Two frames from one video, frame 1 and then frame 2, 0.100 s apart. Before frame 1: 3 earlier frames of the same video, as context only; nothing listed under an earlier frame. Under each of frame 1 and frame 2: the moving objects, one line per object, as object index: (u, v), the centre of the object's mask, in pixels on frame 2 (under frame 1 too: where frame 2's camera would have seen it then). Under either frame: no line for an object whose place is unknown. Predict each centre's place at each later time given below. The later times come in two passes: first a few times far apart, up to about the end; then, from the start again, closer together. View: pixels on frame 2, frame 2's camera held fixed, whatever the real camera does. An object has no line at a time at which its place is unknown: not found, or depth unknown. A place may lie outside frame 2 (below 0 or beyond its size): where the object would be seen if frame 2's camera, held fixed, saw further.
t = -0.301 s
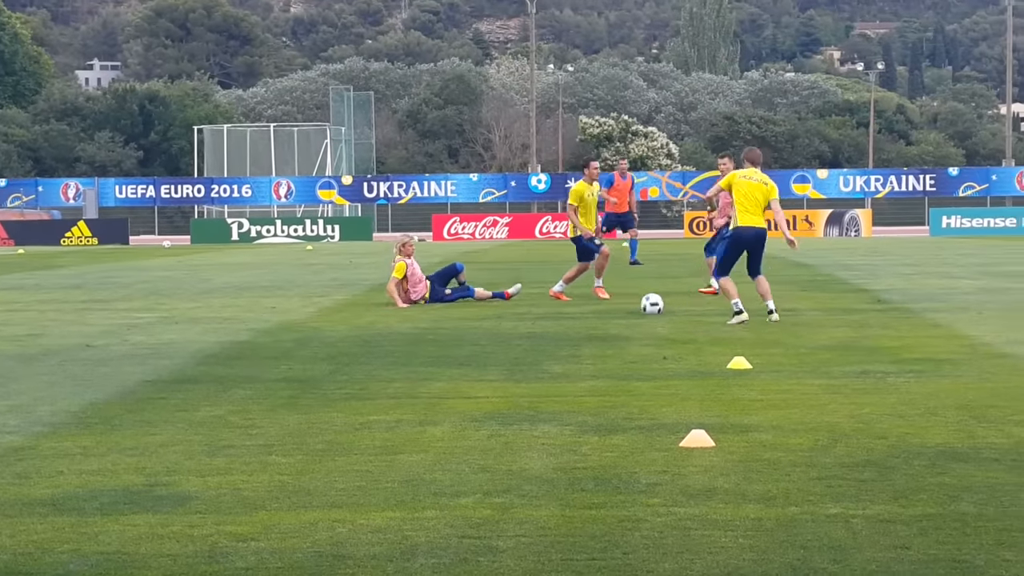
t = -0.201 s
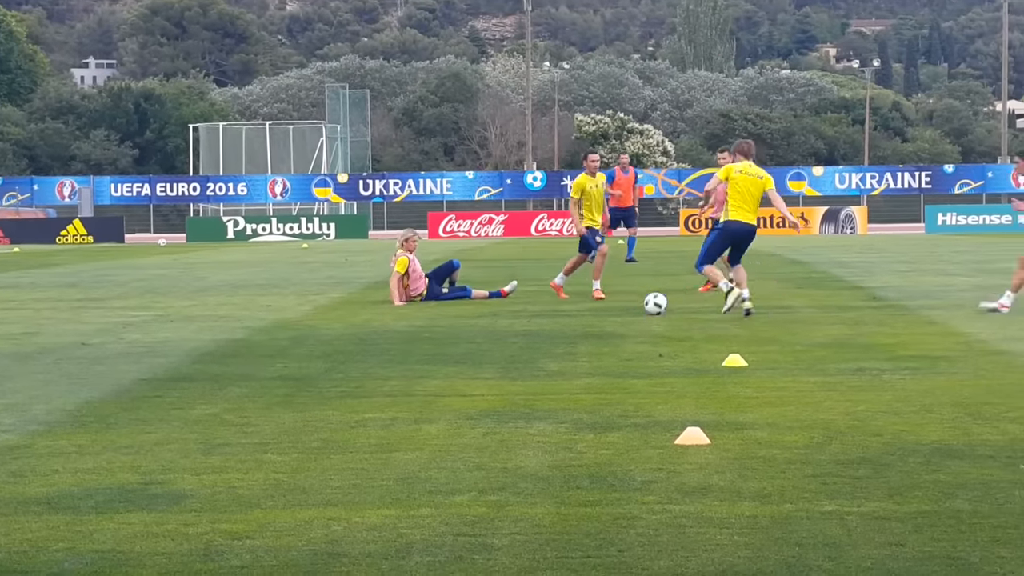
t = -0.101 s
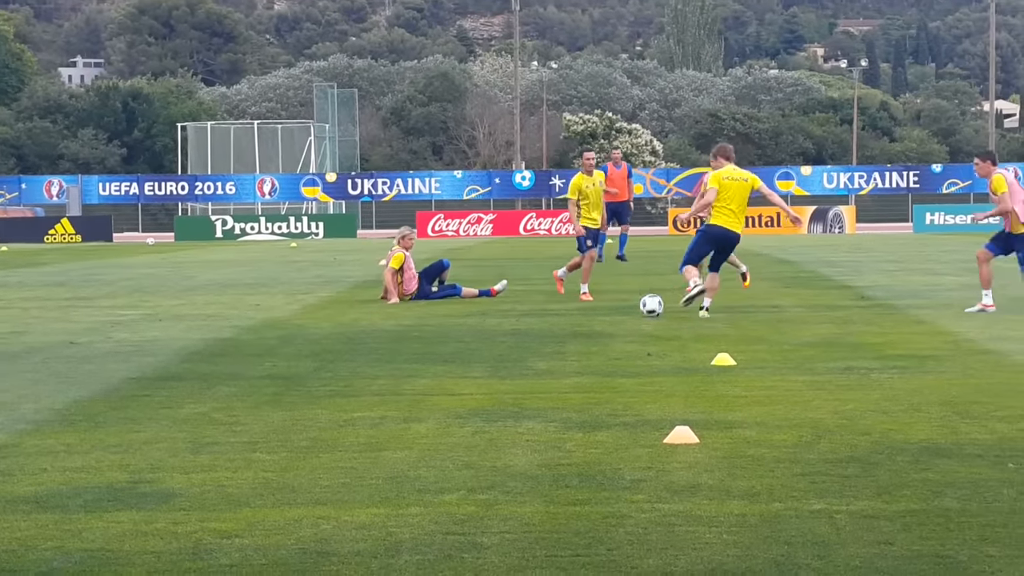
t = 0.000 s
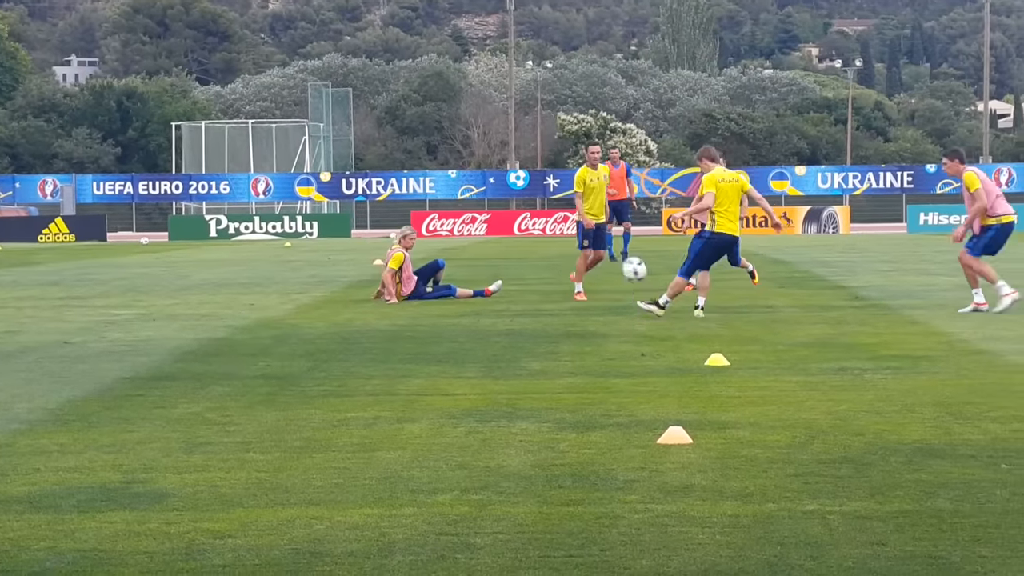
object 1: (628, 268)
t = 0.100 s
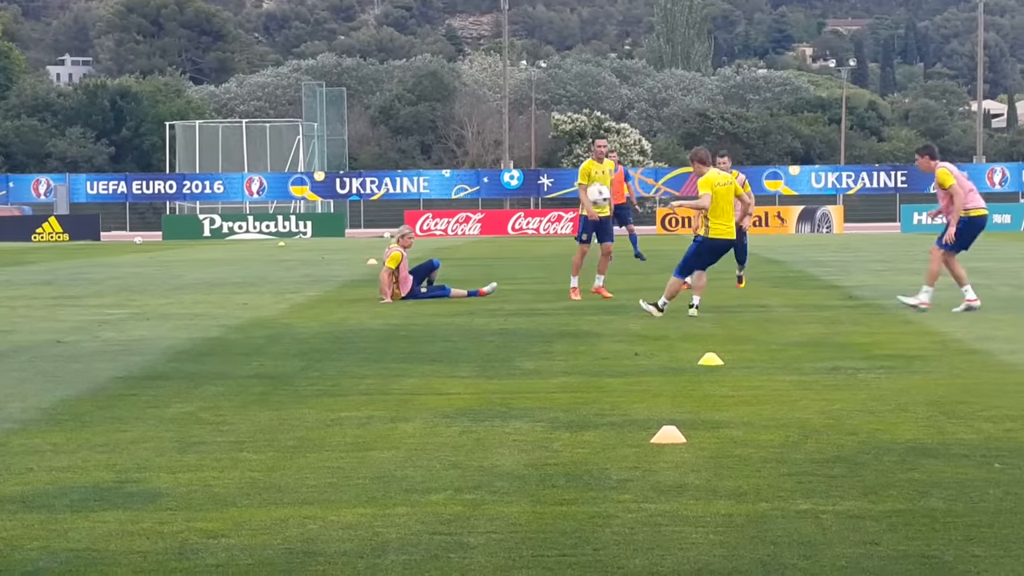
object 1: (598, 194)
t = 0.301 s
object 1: (545, 84)
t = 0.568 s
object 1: (489, 7)
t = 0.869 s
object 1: (438, -2)
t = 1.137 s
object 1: (403, 45)
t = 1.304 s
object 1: (384, 97)
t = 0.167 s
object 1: (579, 153)
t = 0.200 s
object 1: (570, 133)
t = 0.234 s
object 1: (561, 115)
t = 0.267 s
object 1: (553, 99)
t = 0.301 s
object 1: (545, 84)
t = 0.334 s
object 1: (537, 71)
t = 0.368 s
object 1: (530, 58)
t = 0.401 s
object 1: (522, 47)
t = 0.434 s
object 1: (515, 36)
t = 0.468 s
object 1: (508, 28)
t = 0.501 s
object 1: (502, 19)
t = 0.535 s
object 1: (495, 13)
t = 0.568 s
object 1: (489, 7)
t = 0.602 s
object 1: (483, 3)
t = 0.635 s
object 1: (477, 0)
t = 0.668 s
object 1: (471, -2)
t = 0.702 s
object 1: (465, -4)
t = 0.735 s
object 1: (459, -6)
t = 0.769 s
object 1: (454, -7)
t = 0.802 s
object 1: (449, -6)
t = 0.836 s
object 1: (444, -4)
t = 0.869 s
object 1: (438, -2)
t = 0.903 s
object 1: (434, 1)
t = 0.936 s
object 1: (429, 6)
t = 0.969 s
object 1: (424, 10)
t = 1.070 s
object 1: (411, 29)
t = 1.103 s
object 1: (407, 36)
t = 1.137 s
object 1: (403, 45)
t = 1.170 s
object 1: (399, 54)
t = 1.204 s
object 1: (395, 64)
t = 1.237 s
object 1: (391, 75)
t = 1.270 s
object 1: (388, 86)
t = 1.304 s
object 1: (384, 97)
